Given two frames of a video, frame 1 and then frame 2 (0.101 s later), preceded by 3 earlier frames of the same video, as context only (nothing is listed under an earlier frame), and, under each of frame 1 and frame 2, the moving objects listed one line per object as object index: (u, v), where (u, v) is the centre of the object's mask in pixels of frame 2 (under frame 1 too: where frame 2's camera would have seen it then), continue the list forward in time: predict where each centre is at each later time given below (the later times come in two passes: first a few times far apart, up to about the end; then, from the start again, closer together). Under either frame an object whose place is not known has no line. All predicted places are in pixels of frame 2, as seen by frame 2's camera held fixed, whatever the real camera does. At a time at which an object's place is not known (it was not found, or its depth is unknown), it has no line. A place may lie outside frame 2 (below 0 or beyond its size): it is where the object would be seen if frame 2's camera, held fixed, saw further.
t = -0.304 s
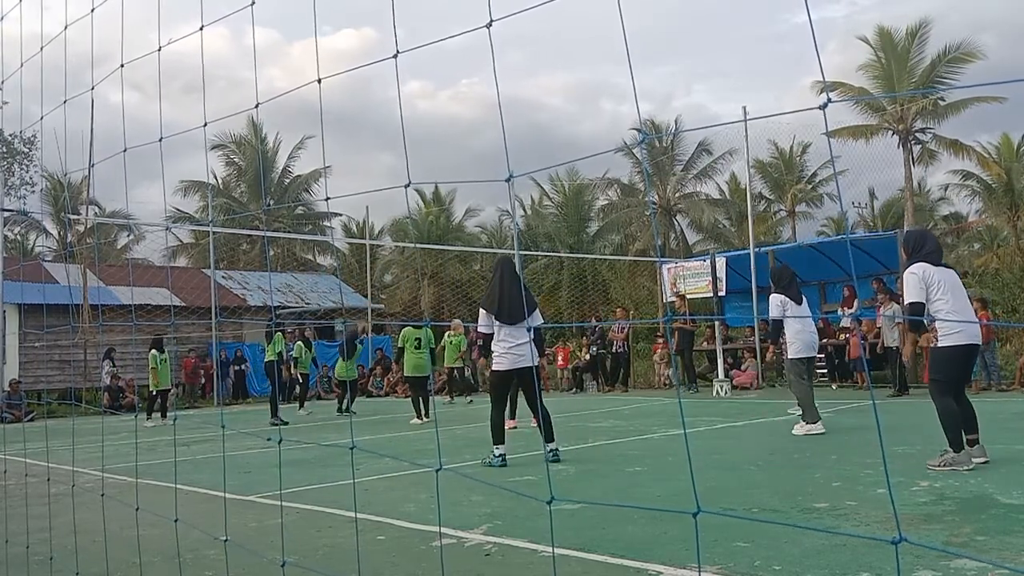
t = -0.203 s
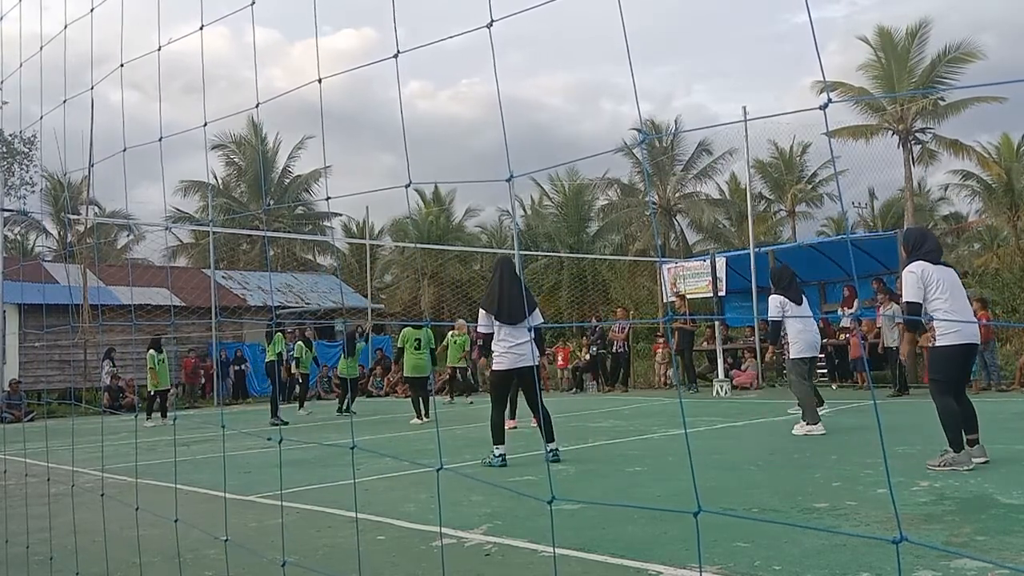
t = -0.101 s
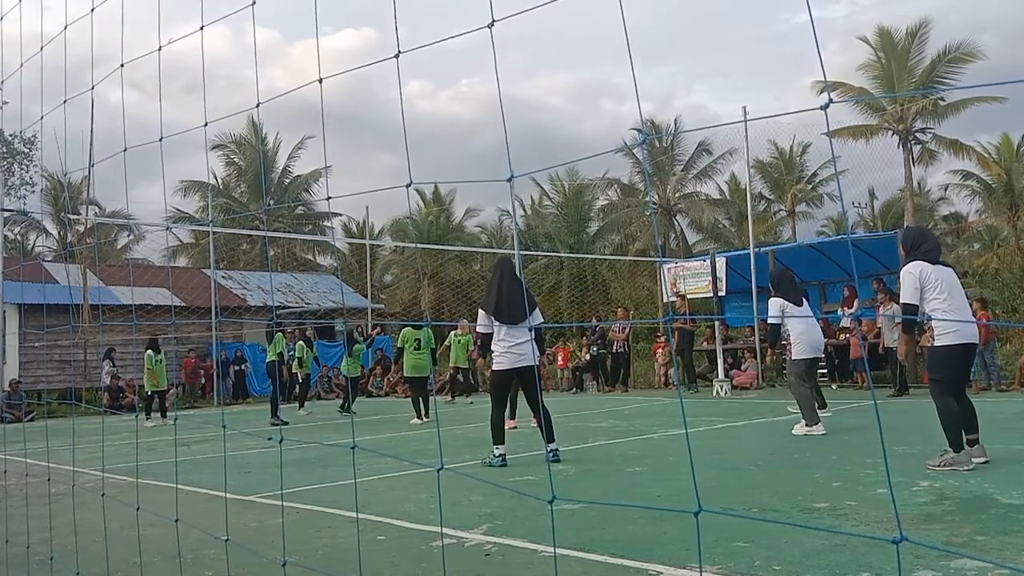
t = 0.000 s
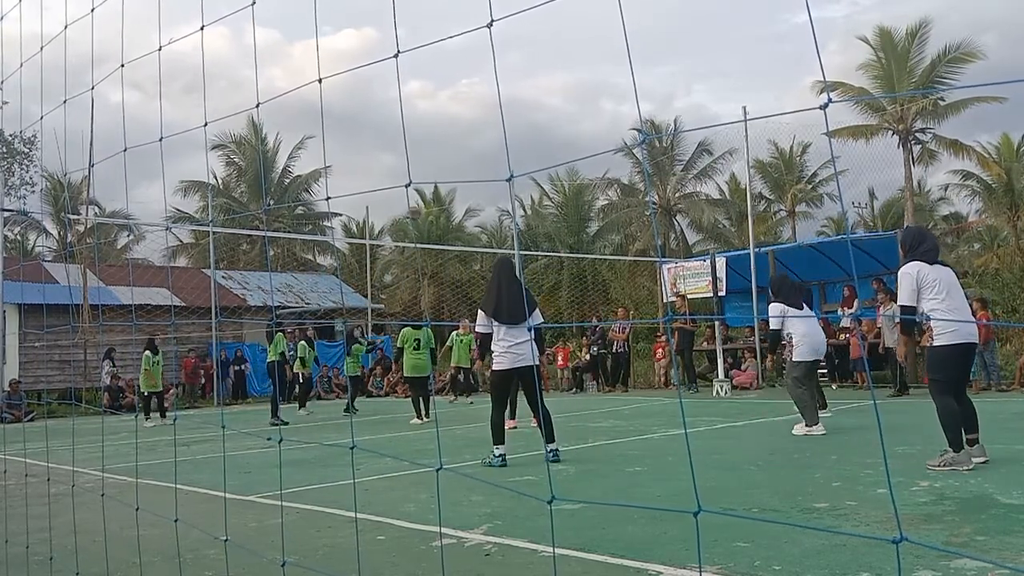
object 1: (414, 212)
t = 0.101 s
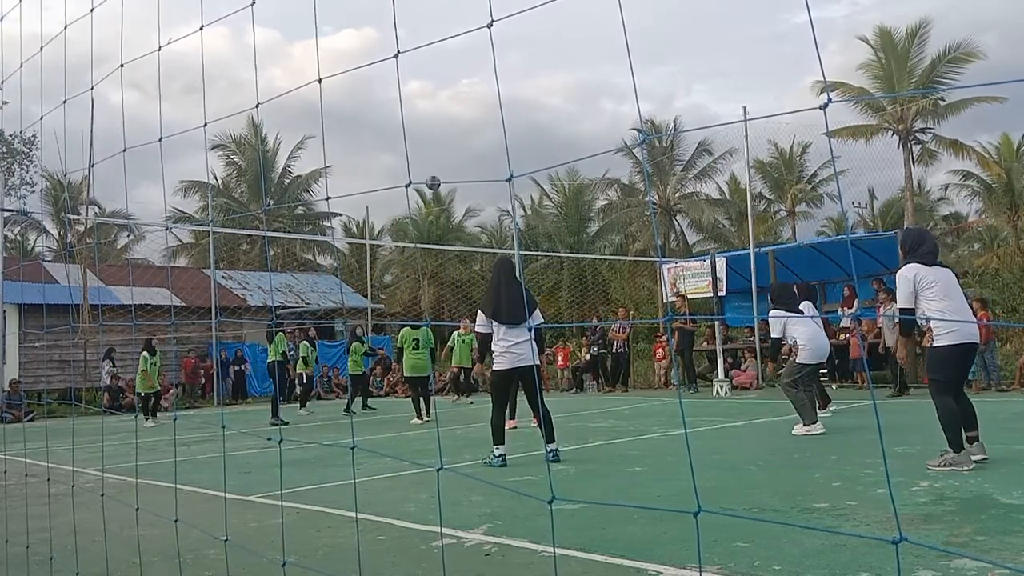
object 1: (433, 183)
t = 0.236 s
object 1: (461, 150)
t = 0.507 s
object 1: (530, 116)
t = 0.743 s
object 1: (608, 137)
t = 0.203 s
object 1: (454, 158)
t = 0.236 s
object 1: (461, 150)
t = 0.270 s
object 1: (469, 144)
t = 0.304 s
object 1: (476, 137)
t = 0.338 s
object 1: (484, 132)
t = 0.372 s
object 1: (493, 127)
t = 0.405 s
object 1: (502, 123)
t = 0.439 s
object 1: (511, 120)
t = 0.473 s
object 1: (520, 118)
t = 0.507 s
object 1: (530, 116)
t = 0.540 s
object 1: (540, 116)
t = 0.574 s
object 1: (550, 116)
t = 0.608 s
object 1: (561, 118)
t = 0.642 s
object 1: (572, 121)
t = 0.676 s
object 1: (584, 125)
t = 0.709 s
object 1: (596, 130)
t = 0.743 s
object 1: (608, 137)
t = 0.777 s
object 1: (621, 145)
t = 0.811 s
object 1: (633, 155)
